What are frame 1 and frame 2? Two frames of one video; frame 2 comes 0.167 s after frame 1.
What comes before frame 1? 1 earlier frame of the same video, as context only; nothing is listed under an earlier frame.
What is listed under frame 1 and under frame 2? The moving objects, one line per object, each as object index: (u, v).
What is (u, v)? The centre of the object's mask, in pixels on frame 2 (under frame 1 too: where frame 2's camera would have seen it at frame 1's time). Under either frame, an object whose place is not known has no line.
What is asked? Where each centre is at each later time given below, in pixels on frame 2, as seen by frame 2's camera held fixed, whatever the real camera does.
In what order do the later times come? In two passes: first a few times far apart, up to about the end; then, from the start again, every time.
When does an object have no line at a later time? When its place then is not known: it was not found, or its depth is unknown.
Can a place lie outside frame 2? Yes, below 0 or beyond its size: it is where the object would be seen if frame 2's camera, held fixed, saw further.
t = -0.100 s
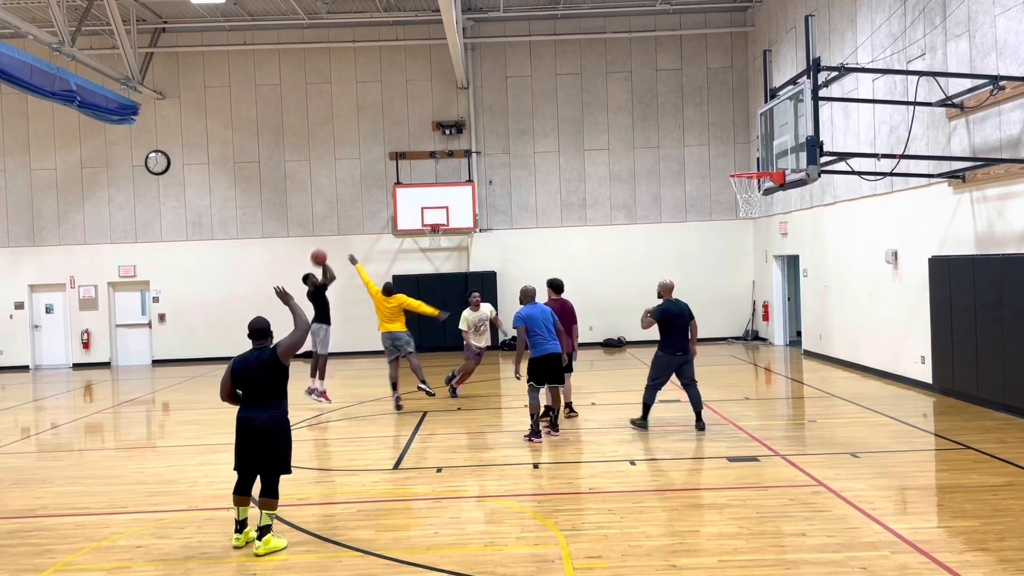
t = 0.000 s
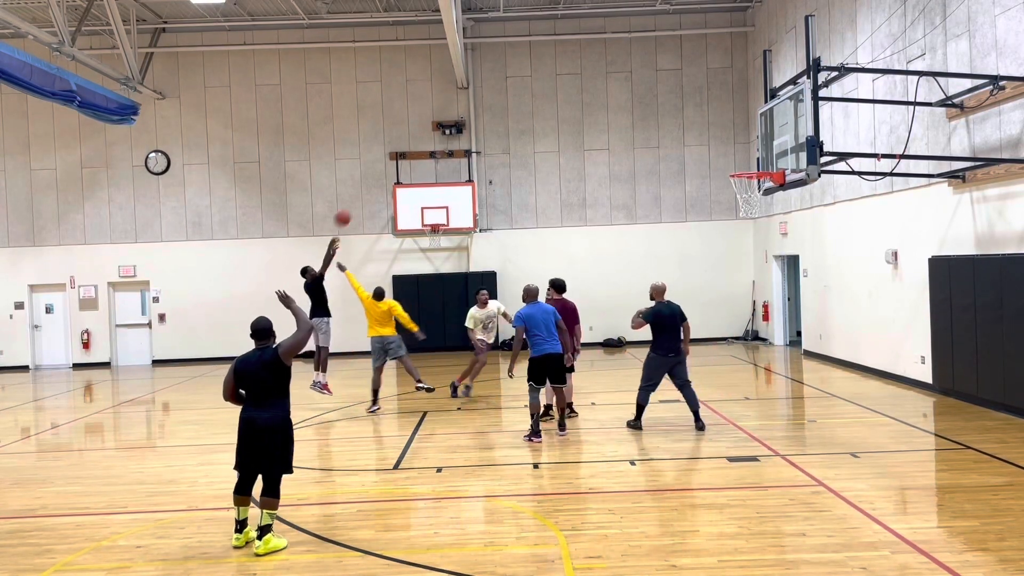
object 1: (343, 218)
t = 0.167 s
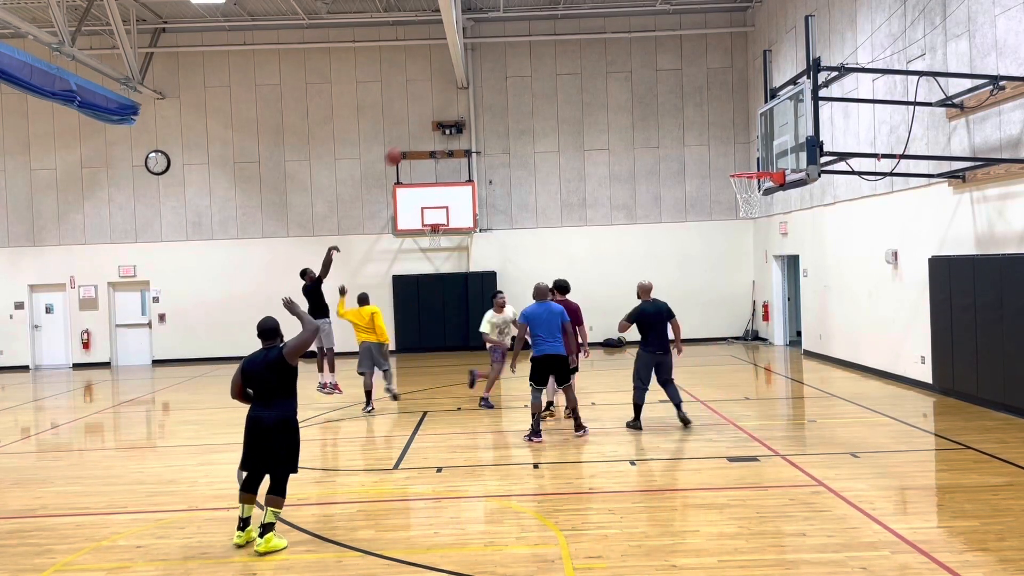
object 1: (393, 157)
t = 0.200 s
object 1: (404, 146)
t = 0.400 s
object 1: (469, 100)
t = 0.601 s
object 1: (540, 78)
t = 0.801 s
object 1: (614, 86)
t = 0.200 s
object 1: (404, 146)
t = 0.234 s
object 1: (415, 137)
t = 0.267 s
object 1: (427, 128)
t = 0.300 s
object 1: (436, 120)
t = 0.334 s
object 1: (447, 112)
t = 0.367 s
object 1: (459, 105)
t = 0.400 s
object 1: (469, 100)
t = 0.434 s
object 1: (482, 94)
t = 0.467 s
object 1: (493, 88)
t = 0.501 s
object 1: (504, 85)
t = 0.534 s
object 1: (516, 82)
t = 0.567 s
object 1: (528, 79)
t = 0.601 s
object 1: (540, 78)
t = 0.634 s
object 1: (552, 77)
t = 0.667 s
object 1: (564, 77)
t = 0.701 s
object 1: (577, 78)
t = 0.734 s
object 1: (589, 80)
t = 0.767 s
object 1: (602, 83)
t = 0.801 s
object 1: (614, 86)
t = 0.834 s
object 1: (628, 90)
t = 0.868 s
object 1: (641, 95)
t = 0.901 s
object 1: (655, 101)
